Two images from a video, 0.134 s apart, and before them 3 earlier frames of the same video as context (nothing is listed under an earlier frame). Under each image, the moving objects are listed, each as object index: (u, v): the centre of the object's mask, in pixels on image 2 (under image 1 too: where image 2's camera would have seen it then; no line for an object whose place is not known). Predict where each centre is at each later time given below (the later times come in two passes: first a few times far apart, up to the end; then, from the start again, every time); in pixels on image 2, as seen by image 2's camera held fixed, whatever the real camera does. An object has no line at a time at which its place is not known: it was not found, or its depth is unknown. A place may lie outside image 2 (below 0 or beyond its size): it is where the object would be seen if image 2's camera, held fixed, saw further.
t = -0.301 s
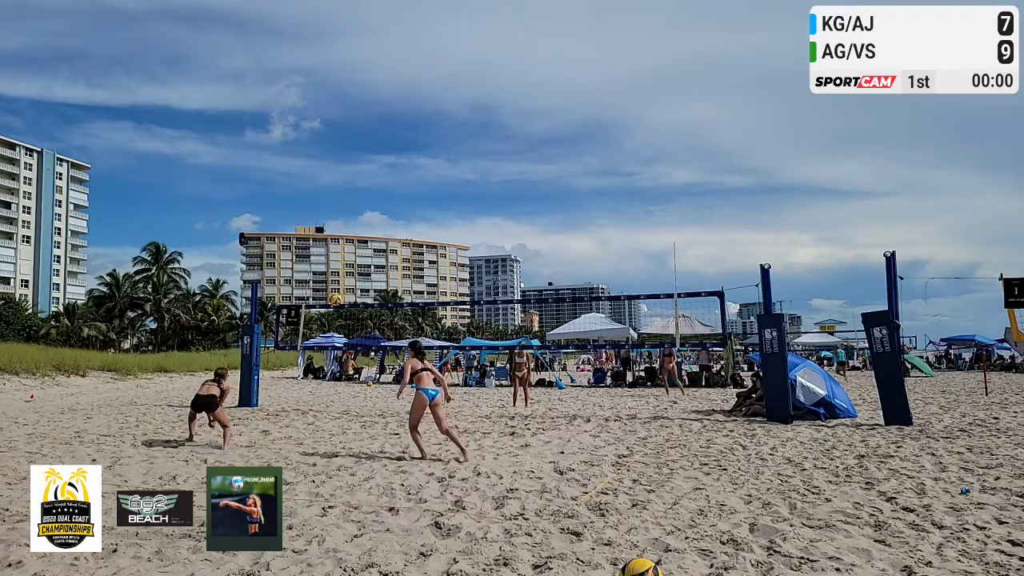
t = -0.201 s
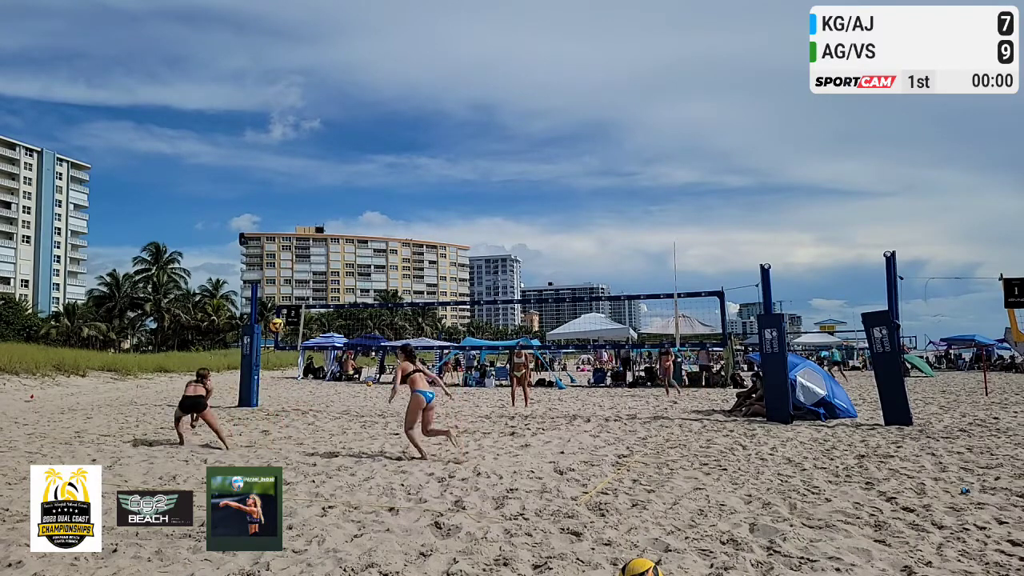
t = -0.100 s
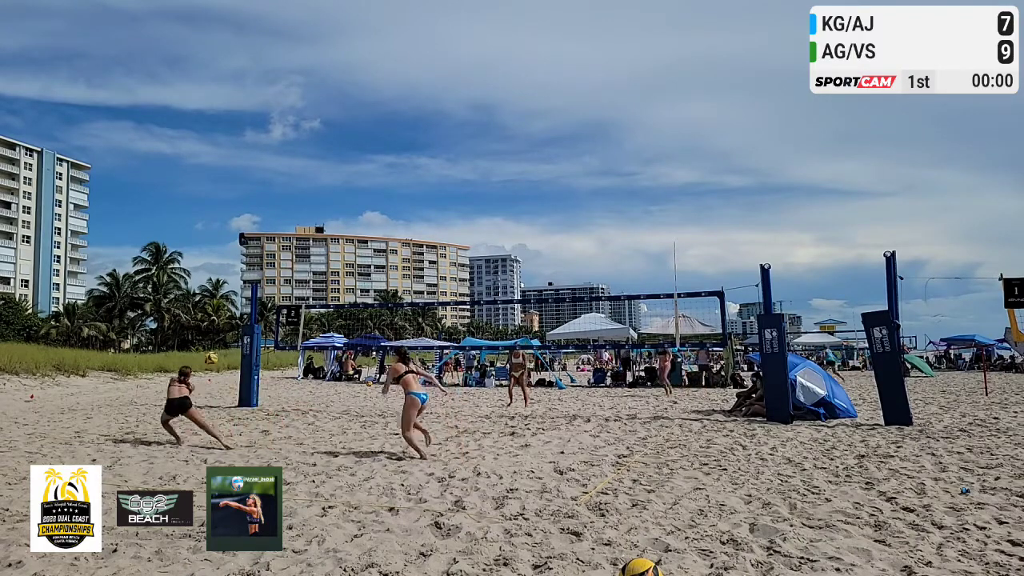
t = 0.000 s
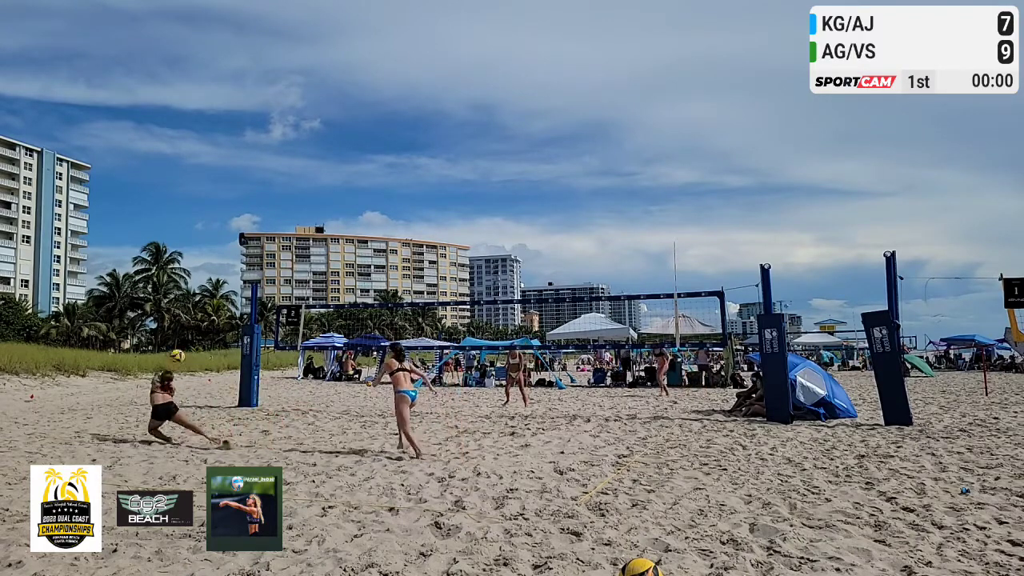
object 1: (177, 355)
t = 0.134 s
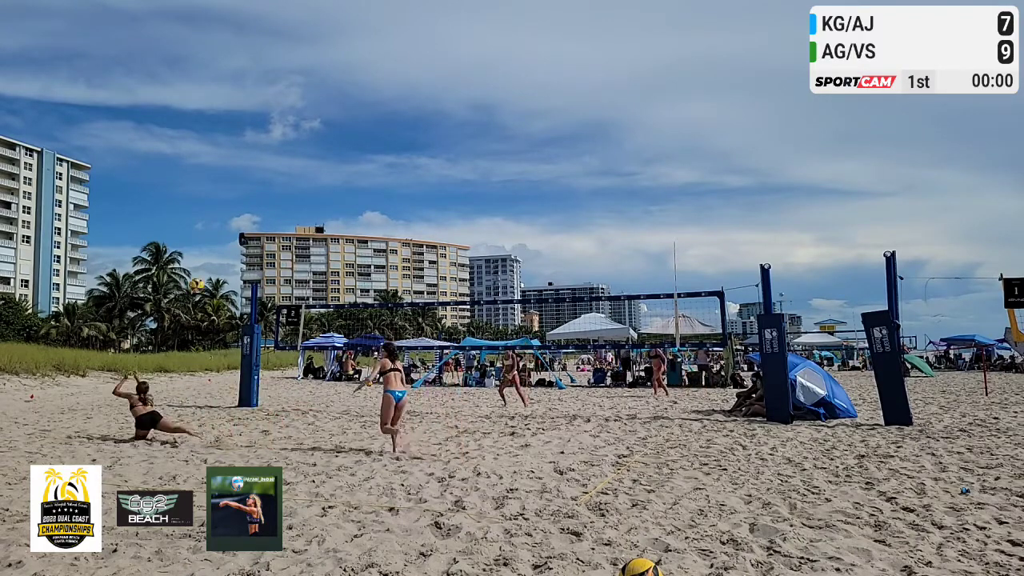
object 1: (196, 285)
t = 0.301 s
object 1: (219, 217)
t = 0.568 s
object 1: (251, 148)
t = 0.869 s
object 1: (283, 125)
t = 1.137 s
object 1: (310, 148)
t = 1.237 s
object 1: (319, 167)
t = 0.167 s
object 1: (201, 270)
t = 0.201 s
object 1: (206, 255)
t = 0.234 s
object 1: (210, 241)
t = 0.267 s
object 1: (215, 229)
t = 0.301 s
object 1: (219, 217)
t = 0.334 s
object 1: (223, 205)
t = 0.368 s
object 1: (227, 195)
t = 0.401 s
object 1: (232, 185)
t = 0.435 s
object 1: (235, 176)
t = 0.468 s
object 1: (239, 169)
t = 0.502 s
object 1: (243, 161)
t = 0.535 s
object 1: (247, 154)
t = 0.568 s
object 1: (251, 148)
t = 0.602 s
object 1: (255, 143)
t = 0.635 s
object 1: (258, 138)
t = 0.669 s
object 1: (262, 135)
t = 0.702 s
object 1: (266, 131)
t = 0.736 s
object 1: (269, 129)
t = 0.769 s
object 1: (273, 127)
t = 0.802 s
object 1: (276, 126)
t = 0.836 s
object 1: (280, 125)
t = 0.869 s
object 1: (283, 125)
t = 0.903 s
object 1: (287, 126)
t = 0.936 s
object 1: (290, 127)
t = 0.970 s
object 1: (294, 129)
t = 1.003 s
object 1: (297, 132)
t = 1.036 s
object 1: (300, 135)
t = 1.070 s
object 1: (303, 139)
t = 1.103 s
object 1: (307, 143)
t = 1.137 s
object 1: (310, 148)
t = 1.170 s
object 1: (313, 154)
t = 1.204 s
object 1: (316, 160)
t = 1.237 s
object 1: (319, 167)
